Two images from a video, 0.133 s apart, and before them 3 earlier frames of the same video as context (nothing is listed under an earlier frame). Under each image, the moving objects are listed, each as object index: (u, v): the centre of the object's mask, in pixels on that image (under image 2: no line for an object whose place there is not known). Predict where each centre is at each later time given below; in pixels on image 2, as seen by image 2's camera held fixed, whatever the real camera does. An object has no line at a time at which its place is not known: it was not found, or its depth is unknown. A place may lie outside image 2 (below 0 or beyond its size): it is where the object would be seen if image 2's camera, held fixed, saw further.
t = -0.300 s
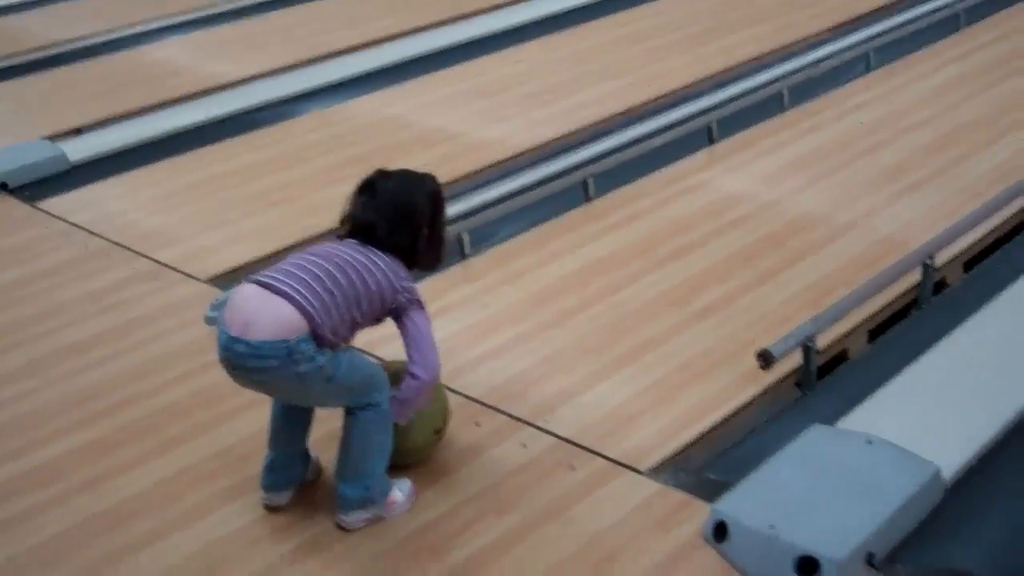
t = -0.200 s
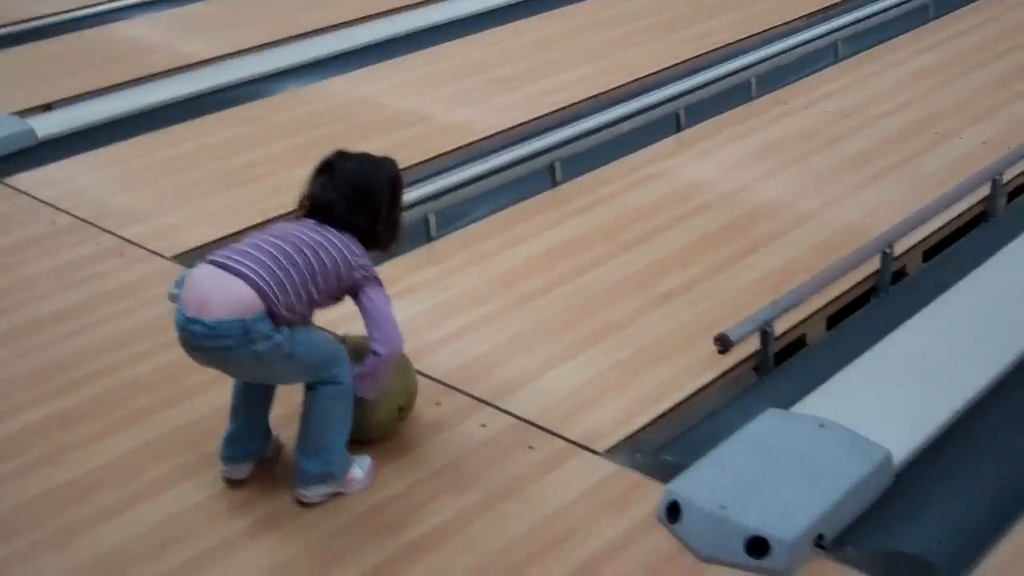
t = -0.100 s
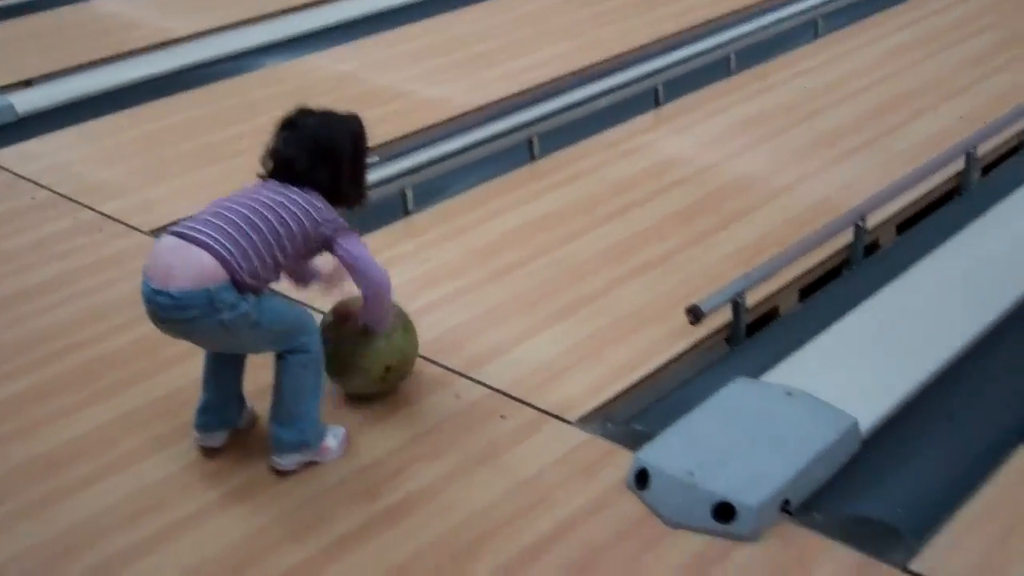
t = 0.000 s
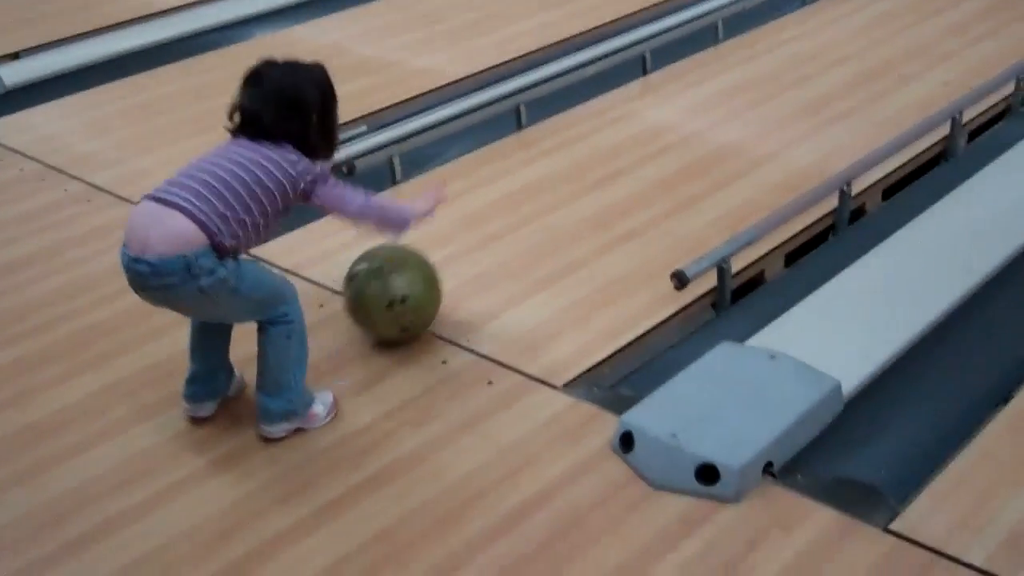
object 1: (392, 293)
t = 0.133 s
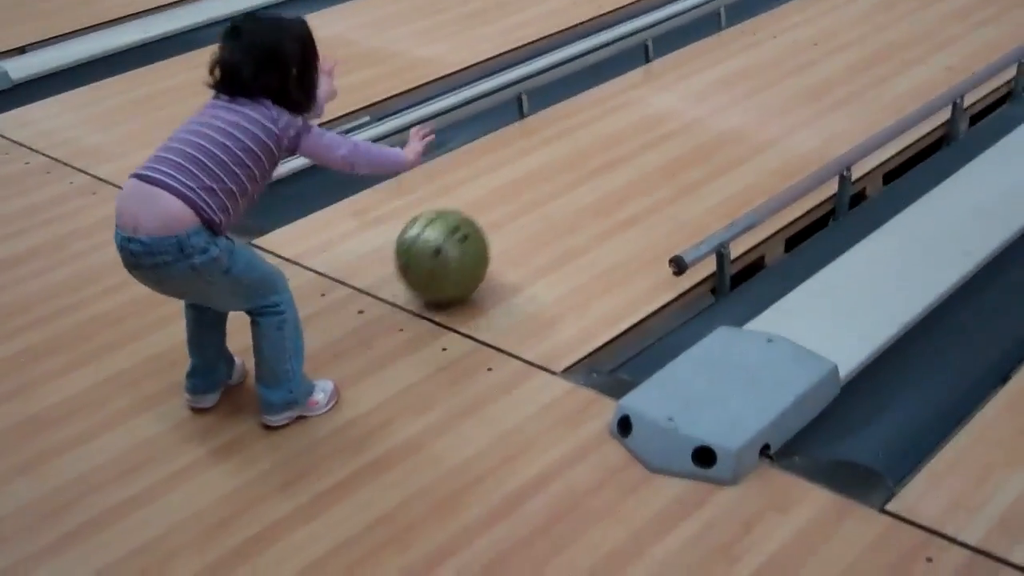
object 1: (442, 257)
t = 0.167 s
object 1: (454, 250)
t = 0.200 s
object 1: (466, 245)
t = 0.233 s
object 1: (477, 238)
